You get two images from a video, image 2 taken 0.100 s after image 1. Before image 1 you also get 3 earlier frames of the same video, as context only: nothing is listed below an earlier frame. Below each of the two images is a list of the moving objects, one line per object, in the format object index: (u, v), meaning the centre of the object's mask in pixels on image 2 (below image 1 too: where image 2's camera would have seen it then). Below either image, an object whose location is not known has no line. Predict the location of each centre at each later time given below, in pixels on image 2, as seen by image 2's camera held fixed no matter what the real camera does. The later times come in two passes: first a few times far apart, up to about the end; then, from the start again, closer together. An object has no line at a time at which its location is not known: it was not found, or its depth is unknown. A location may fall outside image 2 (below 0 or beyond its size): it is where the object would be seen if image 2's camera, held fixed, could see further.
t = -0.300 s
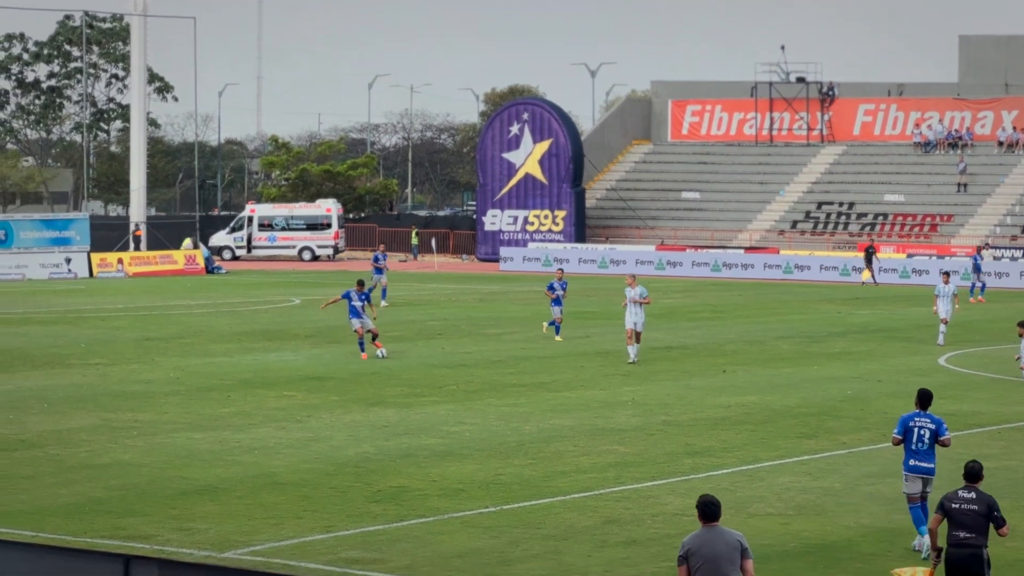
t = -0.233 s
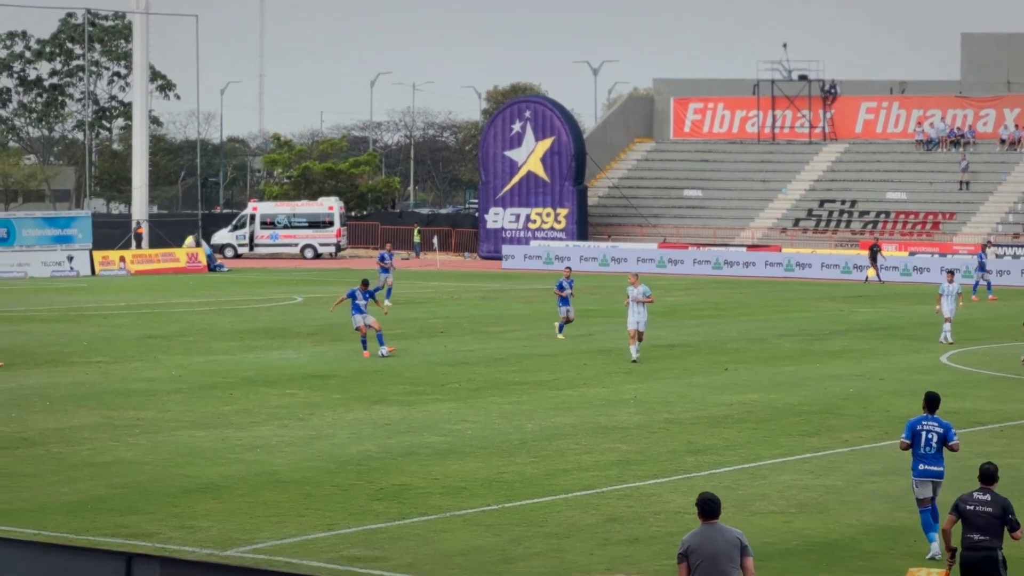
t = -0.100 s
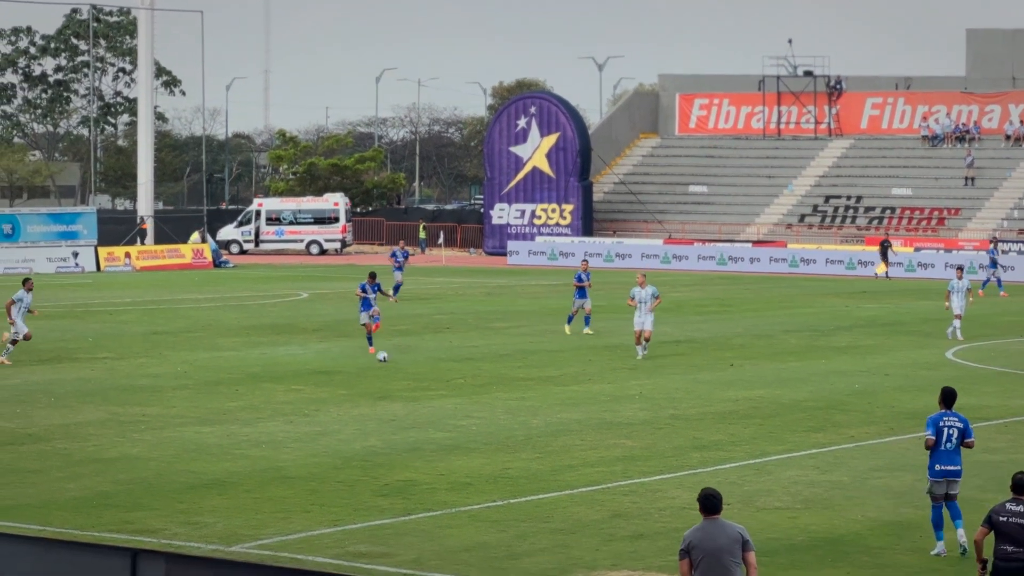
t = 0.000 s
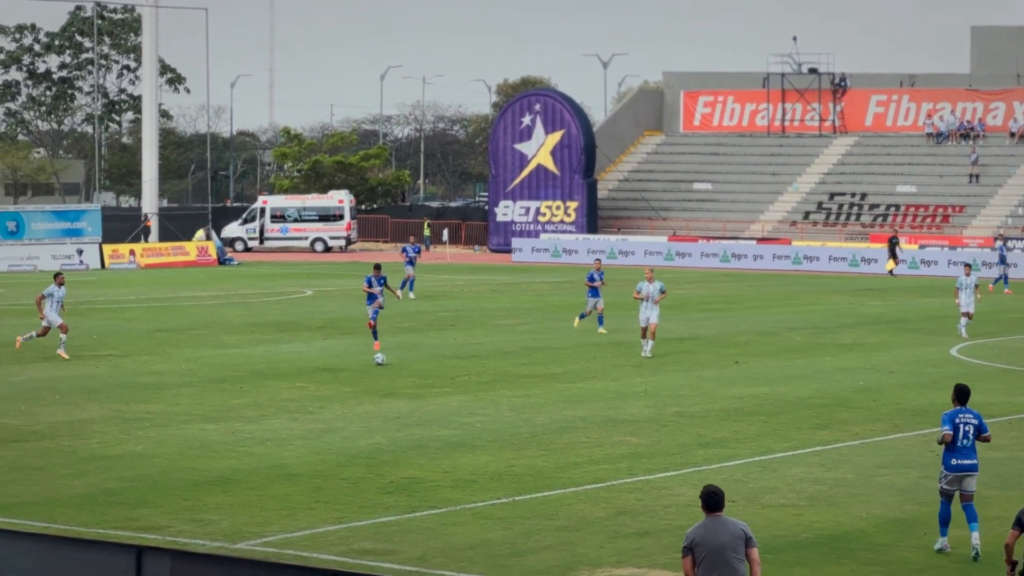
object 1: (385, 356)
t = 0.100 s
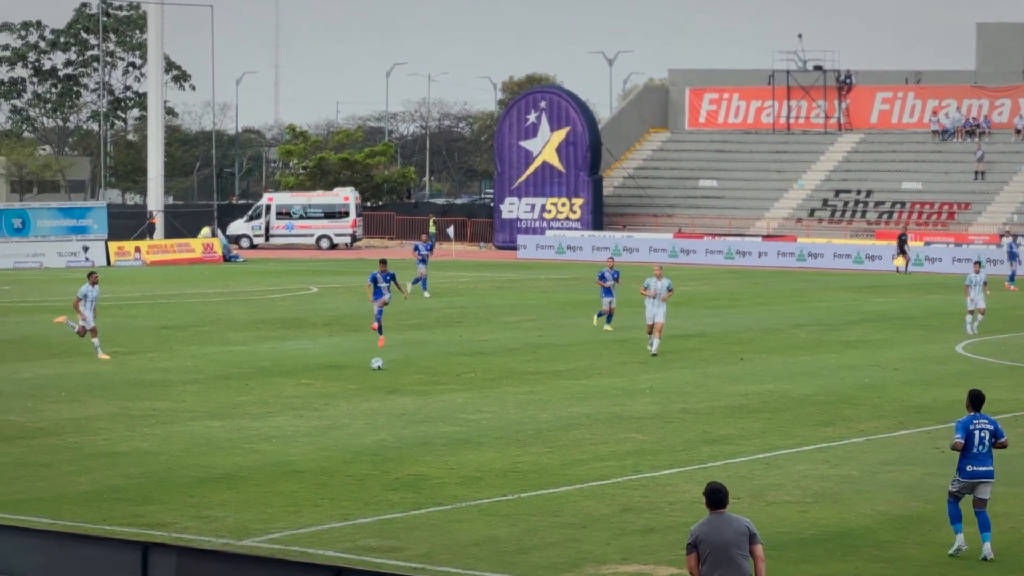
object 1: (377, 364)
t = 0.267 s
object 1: (360, 376)
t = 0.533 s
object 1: (328, 396)
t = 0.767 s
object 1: (296, 411)
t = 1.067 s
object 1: (250, 428)
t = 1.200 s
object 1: (230, 436)
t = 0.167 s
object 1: (371, 368)
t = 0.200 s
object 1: (367, 370)
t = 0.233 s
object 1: (364, 374)
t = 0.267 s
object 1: (360, 376)
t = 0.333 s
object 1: (353, 380)
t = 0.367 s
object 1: (349, 383)
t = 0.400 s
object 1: (345, 386)
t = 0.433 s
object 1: (341, 388)
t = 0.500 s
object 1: (333, 393)
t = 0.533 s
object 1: (328, 396)
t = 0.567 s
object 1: (324, 398)
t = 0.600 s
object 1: (319, 400)
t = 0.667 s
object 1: (310, 404)
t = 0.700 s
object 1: (305, 407)
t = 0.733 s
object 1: (300, 409)
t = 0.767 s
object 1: (296, 411)
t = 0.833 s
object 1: (285, 415)
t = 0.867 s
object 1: (280, 417)
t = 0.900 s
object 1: (275, 419)
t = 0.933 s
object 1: (270, 421)
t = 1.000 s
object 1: (260, 425)
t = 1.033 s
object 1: (255, 427)
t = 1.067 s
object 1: (250, 428)
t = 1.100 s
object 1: (245, 430)
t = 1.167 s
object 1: (235, 434)
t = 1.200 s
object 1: (230, 436)
